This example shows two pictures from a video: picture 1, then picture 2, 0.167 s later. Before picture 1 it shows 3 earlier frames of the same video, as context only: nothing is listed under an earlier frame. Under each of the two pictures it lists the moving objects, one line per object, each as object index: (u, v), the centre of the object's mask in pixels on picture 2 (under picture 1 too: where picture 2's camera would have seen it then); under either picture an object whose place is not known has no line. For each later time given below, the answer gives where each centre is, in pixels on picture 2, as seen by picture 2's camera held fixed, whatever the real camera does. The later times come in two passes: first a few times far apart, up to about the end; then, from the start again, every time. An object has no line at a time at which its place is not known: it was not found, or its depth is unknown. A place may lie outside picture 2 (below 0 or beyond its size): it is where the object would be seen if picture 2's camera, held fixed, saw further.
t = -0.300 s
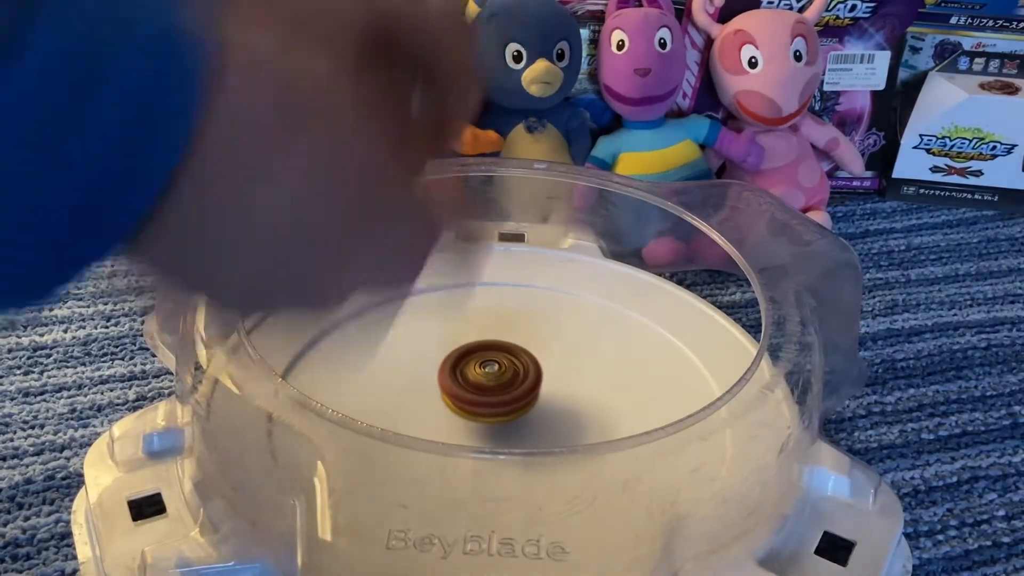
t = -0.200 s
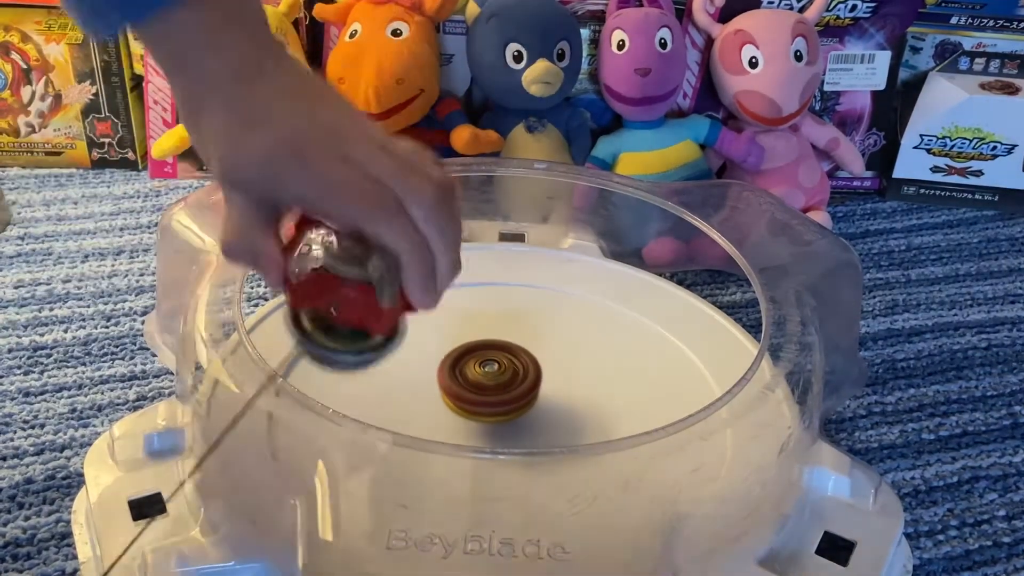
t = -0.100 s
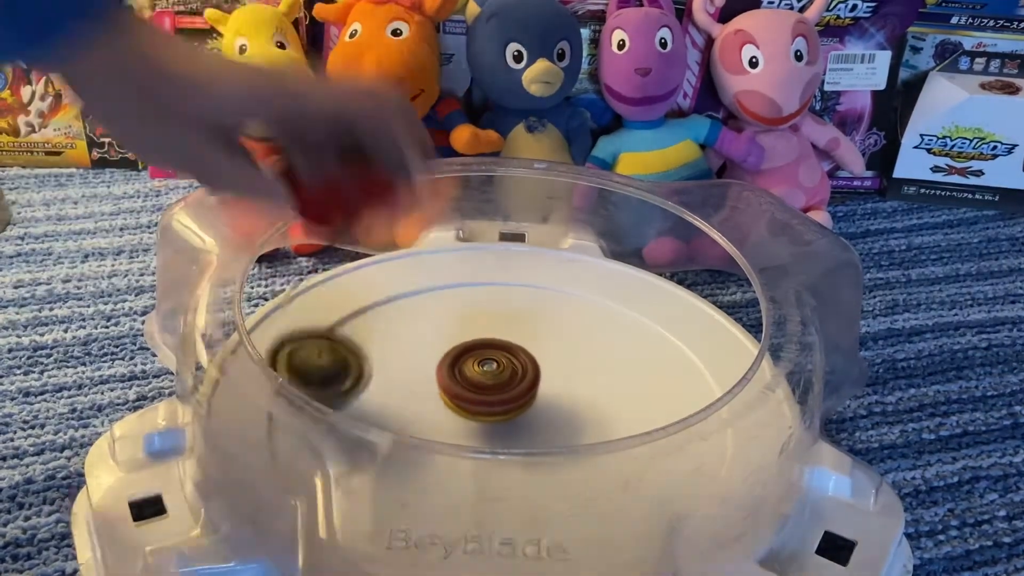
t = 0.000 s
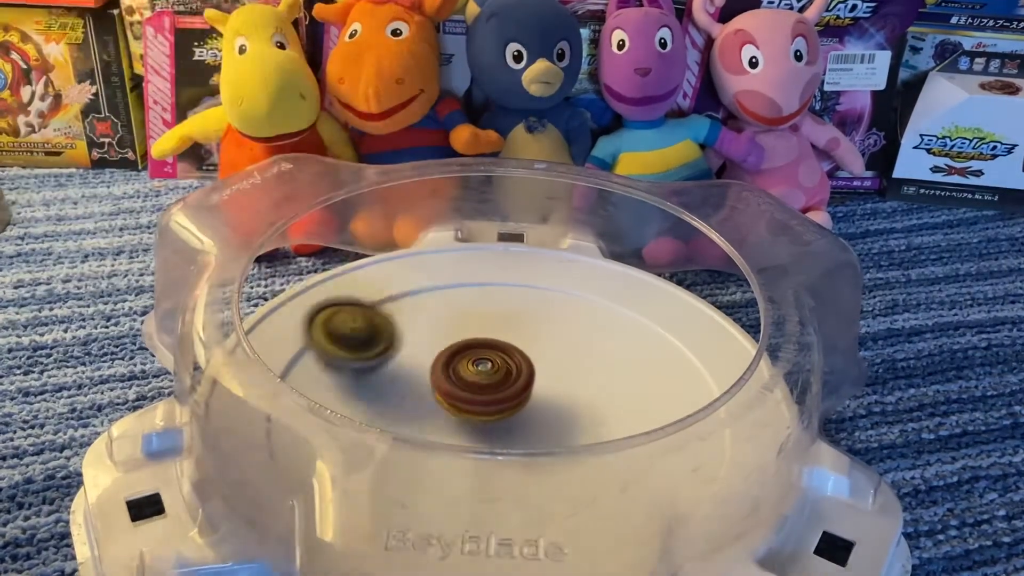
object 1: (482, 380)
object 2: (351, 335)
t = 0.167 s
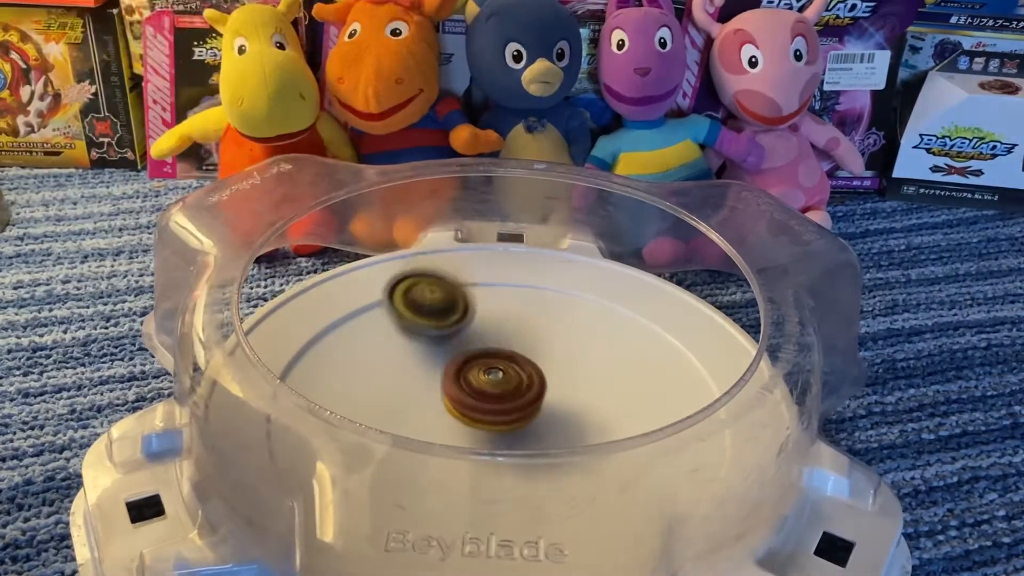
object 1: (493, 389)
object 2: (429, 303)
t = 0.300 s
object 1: (498, 394)
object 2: (451, 278)
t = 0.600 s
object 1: (490, 395)
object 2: (465, 317)
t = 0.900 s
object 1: (492, 408)
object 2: (541, 318)
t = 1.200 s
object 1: (486, 401)
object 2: (553, 332)
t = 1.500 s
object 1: (468, 402)
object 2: (561, 344)
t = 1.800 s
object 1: (475, 386)
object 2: (573, 354)
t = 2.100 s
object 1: (485, 374)
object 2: (584, 341)
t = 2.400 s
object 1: (429, 373)
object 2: (572, 352)
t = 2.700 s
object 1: (404, 353)
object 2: (591, 365)
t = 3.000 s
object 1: (431, 363)
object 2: (586, 386)
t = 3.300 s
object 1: (470, 381)
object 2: (597, 406)
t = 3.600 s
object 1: (476, 392)
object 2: (600, 402)
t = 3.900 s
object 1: (437, 329)
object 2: (599, 414)
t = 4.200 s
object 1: (490, 341)
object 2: (530, 429)
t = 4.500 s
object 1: (513, 366)
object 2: (529, 472)
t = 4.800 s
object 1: (517, 363)
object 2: (476, 430)
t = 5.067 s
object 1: (526, 364)
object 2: (410, 477)
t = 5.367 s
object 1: (528, 370)
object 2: (455, 447)
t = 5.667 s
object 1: (537, 371)
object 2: (371, 383)
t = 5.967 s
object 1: (527, 381)
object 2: (335, 394)
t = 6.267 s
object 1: (572, 357)
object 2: (425, 413)
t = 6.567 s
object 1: (622, 379)
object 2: (419, 355)
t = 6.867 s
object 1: (552, 392)
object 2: (368, 371)
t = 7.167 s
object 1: (586, 379)
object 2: (446, 389)
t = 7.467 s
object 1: (631, 395)
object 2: (402, 324)
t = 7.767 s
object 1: (574, 395)
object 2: (423, 395)
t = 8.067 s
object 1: (638, 371)
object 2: (480, 398)
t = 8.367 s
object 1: (651, 382)
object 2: (432, 319)
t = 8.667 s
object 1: (571, 392)
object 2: (387, 394)
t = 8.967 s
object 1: (572, 324)
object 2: (391, 484)
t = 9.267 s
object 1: (537, 353)
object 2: (557, 437)
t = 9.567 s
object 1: (481, 329)
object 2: (602, 398)
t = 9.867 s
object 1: (447, 325)
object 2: (504, 390)
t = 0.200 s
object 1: (496, 391)
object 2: (437, 295)
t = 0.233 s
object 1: (497, 392)
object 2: (443, 287)
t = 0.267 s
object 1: (498, 393)
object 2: (448, 281)
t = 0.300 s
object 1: (498, 394)
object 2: (451, 278)
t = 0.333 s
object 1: (497, 394)
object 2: (454, 277)
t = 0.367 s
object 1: (496, 394)
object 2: (455, 278)
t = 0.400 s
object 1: (495, 394)
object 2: (456, 281)
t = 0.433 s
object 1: (494, 395)
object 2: (456, 285)
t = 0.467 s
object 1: (493, 394)
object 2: (457, 292)
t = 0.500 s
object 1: (492, 395)
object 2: (457, 298)
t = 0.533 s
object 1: (491, 395)
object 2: (458, 305)
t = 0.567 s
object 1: (490, 395)
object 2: (461, 312)
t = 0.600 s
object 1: (490, 395)
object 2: (465, 317)
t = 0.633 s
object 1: (490, 395)
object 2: (472, 322)
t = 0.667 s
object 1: (491, 398)
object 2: (479, 324)
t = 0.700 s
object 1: (491, 403)
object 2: (488, 324)
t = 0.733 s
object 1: (492, 406)
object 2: (498, 323)
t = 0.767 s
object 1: (492, 407)
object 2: (508, 323)
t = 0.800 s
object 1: (492, 408)
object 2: (517, 320)
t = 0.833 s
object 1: (492, 408)
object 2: (526, 319)
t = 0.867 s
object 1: (492, 408)
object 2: (534, 319)
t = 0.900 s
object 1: (492, 408)
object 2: (541, 318)
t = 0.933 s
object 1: (492, 408)
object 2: (547, 317)
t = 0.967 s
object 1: (492, 408)
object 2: (551, 318)
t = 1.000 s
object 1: (491, 408)
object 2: (554, 319)
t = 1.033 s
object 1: (489, 407)
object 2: (556, 320)
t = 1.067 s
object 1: (489, 406)
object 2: (557, 322)
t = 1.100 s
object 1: (488, 405)
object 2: (557, 324)
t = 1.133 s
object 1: (488, 404)
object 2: (556, 327)
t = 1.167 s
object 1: (487, 402)
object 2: (554, 329)
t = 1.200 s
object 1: (486, 401)
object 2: (553, 332)
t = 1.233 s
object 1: (486, 399)
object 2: (551, 336)
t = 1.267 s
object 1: (486, 397)
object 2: (549, 340)
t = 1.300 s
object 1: (482, 398)
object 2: (550, 341)
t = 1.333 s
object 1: (477, 400)
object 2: (553, 341)
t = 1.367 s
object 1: (474, 402)
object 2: (556, 341)
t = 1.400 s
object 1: (472, 402)
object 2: (558, 341)
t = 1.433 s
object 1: (470, 403)
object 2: (559, 342)
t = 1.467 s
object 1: (469, 402)
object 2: (560, 343)
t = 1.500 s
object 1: (468, 402)
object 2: (561, 344)
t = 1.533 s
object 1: (468, 400)
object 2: (562, 346)
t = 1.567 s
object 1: (468, 398)
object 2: (564, 347)
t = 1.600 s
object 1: (469, 397)
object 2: (565, 348)
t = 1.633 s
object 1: (469, 395)
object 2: (567, 350)
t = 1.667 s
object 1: (470, 393)
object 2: (569, 351)
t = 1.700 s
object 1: (471, 391)
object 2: (570, 352)
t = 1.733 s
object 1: (473, 390)
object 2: (571, 353)
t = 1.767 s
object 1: (474, 388)
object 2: (572, 354)
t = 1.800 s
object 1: (475, 386)
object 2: (573, 354)
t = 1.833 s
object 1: (476, 385)
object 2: (574, 354)
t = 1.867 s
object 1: (477, 383)
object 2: (575, 355)
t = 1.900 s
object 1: (478, 382)
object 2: (577, 354)
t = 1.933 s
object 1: (480, 380)
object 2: (578, 354)
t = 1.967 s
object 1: (480, 379)
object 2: (580, 352)
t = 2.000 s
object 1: (481, 377)
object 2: (581, 351)
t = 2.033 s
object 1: (483, 376)
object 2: (583, 348)
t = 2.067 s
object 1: (484, 375)
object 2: (585, 344)
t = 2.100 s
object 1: (485, 374)
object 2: (584, 341)
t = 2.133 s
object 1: (486, 373)
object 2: (581, 338)
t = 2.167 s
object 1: (487, 372)
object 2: (577, 337)
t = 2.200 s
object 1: (486, 372)
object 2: (573, 335)
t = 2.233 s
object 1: (480, 373)
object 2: (570, 335)
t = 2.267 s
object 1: (474, 374)
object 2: (567, 337)
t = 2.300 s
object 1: (470, 374)
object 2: (562, 341)
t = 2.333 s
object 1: (459, 376)
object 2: (564, 345)
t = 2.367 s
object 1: (443, 376)
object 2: (569, 348)
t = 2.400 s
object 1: (429, 373)
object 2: (572, 352)
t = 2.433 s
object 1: (416, 369)
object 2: (575, 355)
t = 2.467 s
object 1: (408, 364)
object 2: (579, 358)
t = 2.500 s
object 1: (403, 360)
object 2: (582, 359)
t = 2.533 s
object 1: (400, 357)
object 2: (585, 361)
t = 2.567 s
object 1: (399, 355)
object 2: (588, 362)
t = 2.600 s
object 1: (400, 354)
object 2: (590, 362)
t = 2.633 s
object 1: (400, 353)
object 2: (591, 363)
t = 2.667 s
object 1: (402, 353)
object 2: (592, 364)
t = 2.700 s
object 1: (404, 353)
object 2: (591, 365)
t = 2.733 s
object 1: (406, 353)
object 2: (591, 366)
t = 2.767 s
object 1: (409, 354)
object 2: (591, 368)
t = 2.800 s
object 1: (412, 355)
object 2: (590, 370)
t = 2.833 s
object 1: (415, 356)
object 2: (589, 372)
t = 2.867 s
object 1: (418, 357)
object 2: (588, 375)
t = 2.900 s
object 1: (421, 359)
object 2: (588, 377)
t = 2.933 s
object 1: (425, 360)
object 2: (587, 380)
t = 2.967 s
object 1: (428, 362)
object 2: (587, 383)
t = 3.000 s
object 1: (431, 363)
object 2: (586, 386)
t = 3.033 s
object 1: (435, 365)
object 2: (587, 390)
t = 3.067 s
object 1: (439, 367)
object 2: (587, 393)
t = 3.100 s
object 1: (443, 369)
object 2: (588, 396)
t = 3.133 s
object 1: (447, 371)
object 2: (590, 400)
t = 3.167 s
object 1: (452, 372)
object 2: (592, 402)
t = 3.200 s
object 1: (456, 374)
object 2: (593, 403)
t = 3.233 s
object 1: (460, 376)
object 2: (594, 405)
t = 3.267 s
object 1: (465, 378)
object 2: (596, 406)
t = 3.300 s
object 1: (470, 381)
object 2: (597, 406)
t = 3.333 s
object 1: (477, 384)
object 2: (597, 407)
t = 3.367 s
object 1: (484, 388)
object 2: (597, 407)
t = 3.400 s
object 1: (488, 392)
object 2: (597, 407)
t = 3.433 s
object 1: (482, 392)
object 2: (605, 408)
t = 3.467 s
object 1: (477, 392)
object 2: (610, 407)
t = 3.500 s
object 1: (475, 392)
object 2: (612, 406)
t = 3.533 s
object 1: (475, 392)
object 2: (611, 405)
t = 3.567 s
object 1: (475, 392)
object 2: (608, 403)
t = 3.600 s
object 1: (476, 392)
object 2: (600, 402)
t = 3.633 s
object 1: (477, 392)
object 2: (590, 402)
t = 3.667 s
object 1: (463, 385)
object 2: (592, 404)
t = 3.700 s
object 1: (442, 373)
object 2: (600, 408)
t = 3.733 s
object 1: (427, 363)
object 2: (603, 410)
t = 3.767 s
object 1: (420, 354)
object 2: (604, 411)
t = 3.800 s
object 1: (420, 345)
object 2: (604, 412)
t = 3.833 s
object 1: (423, 338)
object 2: (603, 413)
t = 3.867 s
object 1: (430, 332)
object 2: (602, 413)
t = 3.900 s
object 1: (437, 329)
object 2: (599, 414)
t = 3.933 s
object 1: (446, 327)
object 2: (594, 414)
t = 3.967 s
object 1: (454, 326)
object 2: (589, 415)
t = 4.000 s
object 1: (461, 327)
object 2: (583, 416)
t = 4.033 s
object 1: (467, 328)
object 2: (575, 417)
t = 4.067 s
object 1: (473, 330)
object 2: (567, 418)
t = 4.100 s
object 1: (478, 333)
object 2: (557, 420)
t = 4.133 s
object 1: (482, 335)
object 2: (548, 423)
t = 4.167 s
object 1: (486, 338)
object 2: (539, 426)
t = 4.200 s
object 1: (490, 341)
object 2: (530, 429)
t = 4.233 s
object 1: (493, 344)
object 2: (524, 432)
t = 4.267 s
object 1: (497, 347)
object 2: (519, 447)
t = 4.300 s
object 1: (500, 349)
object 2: (518, 455)
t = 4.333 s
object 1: (502, 352)
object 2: (516, 464)
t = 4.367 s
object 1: (505, 355)
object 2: (517, 464)
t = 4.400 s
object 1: (507, 358)
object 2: (519, 470)
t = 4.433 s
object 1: (509, 361)
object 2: (522, 471)
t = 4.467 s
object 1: (511, 363)
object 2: (525, 472)
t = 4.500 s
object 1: (513, 366)
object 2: (529, 472)
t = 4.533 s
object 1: (514, 369)
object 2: (532, 471)
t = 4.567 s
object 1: (515, 371)
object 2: (534, 467)
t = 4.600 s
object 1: (516, 373)
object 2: (533, 463)
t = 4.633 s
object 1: (517, 375)
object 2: (529, 449)
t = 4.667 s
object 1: (517, 376)
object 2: (523, 441)
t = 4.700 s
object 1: (518, 374)
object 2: (513, 430)
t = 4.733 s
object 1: (518, 371)
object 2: (502, 430)
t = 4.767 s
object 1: (518, 366)
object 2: (489, 429)
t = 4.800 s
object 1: (517, 363)
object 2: (476, 430)
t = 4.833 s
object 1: (518, 363)
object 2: (464, 430)
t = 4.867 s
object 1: (519, 363)
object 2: (450, 445)
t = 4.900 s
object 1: (520, 363)
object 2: (441, 445)
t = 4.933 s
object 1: (522, 363)
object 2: (431, 456)
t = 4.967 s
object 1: (523, 363)
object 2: (421, 464)
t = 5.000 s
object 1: (524, 363)
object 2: (416, 464)
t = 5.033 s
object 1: (525, 363)
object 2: (411, 475)
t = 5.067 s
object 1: (526, 364)
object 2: (410, 477)
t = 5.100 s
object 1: (527, 364)
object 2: (410, 484)
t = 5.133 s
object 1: (528, 365)
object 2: (412, 485)
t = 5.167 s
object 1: (529, 365)
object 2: (416, 487)
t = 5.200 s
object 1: (529, 366)
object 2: (423, 484)
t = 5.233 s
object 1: (529, 367)
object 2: (429, 487)
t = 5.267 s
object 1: (529, 367)
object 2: (436, 481)
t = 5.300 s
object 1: (529, 368)
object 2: (444, 470)
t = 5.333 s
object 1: (528, 369)
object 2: (450, 461)
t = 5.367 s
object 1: (528, 370)
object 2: (455, 447)
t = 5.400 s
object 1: (527, 371)
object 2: (457, 435)
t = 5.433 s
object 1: (526, 372)
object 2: (458, 422)
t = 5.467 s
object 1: (528, 371)
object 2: (450, 414)
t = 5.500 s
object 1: (534, 369)
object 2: (435, 408)
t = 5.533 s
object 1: (537, 367)
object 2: (419, 399)
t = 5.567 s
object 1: (537, 368)
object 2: (405, 395)
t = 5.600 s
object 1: (537, 369)
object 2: (393, 390)
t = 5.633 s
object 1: (537, 370)
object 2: (381, 386)
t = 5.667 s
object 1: (537, 371)
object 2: (371, 383)
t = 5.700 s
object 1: (537, 371)
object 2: (361, 381)
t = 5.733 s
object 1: (537, 373)
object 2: (354, 380)
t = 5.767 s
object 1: (536, 374)
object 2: (346, 380)
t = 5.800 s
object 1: (535, 375)
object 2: (340, 380)
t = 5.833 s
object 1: (534, 376)
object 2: (336, 381)
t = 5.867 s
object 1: (532, 377)
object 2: (332, 383)
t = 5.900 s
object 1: (531, 378)
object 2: (331, 386)
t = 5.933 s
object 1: (529, 379)
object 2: (331, 389)
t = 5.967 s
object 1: (527, 381)
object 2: (335, 394)
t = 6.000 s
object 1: (525, 382)
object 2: (342, 398)
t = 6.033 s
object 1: (523, 383)
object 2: (353, 403)
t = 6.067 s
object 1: (520, 384)
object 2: (365, 407)
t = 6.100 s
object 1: (518, 384)
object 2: (382, 411)
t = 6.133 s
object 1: (516, 386)
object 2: (401, 414)
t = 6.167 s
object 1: (514, 386)
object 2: (423, 414)
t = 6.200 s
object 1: (529, 378)
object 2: (427, 414)
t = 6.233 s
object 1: (552, 366)
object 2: (424, 414)
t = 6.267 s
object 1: (572, 357)
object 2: (425, 413)
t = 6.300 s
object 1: (588, 353)
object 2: (430, 410)
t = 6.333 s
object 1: (604, 353)
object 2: (436, 407)
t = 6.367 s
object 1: (618, 357)
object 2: (440, 403)
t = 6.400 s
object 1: (627, 361)
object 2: (442, 395)
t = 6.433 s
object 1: (632, 365)
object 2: (442, 386)
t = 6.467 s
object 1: (633, 369)
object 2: (439, 377)
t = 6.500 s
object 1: (631, 373)
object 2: (434, 369)
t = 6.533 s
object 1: (627, 376)
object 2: (427, 361)
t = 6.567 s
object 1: (622, 379)
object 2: (419, 355)
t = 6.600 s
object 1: (615, 381)
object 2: (409, 350)
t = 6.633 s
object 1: (607, 384)
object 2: (399, 346)
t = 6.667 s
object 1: (600, 386)
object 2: (388, 344)
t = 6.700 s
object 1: (591, 388)
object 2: (377, 345)
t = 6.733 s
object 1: (584, 389)
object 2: (368, 347)
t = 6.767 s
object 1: (576, 391)
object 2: (361, 352)
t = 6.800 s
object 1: (568, 392)
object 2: (358, 357)
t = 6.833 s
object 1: (560, 392)
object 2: (360, 363)
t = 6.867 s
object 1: (552, 392)
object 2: (368, 371)
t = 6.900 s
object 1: (543, 392)
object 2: (379, 380)
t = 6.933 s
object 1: (533, 391)
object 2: (396, 385)
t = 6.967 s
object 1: (524, 390)
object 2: (415, 391)
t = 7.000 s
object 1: (543, 386)
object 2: (410, 391)
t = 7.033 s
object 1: (564, 383)
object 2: (407, 391)
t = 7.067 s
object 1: (578, 381)
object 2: (411, 392)
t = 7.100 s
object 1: (585, 379)
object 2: (421, 393)
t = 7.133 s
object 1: (587, 379)
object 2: (434, 391)
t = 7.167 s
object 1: (586, 379)
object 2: (446, 389)
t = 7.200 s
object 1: (584, 379)
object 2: (459, 385)
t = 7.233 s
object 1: (580, 380)
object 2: (471, 379)
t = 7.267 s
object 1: (589, 381)
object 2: (469, 369)
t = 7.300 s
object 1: (606, 384)
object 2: (459, 357)
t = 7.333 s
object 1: (619, 387)
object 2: (450, 346)
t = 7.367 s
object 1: (628, 391)
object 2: (440, 338)
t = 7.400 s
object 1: (632, 393)
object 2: (428, 331)
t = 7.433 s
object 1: (633, 394)
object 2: (416, 327)
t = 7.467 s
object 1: (631, 395)
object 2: (402, 324)
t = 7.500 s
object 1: (628, 395)
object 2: (389, 324)
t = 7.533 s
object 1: (623, 396)
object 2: (377, 327)
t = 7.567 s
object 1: (617, 397)
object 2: (368, 333)
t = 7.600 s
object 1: (611, 397)
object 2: (362, 342)
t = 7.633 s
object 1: (604, 397)
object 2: (362, 353)
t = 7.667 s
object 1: (596, 397)
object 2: (369, 364)
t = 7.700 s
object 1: (589, 397)
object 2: (383, 376)
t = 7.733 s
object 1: (582, 396)
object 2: (401, 388)
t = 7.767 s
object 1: (574, 395)
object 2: (423, 395)
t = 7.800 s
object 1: (567, 394)
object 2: (448, 401)
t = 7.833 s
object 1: (583, 389)
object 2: (449, 402)
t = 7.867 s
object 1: (609, 382)
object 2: (437, 403)
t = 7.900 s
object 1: (628, 377)
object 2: (432, 403)
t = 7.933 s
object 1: (638, 373)
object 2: (432, 403)
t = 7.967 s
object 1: (642, 371)
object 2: (439, 404)
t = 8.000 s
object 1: (643, 370)
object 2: (451, 404)
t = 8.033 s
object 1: (641, 370)
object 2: (465, 403)
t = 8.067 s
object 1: (638, 371)
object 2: (480, 398)
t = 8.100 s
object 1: (634, 372)
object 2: (494, 391)
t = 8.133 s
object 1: (629, 373)
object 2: (505, 383)
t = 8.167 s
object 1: (624, 373)
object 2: (513, 374)
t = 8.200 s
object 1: (624, 373)
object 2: (515, 364)
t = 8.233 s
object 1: (640, 376)
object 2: (498, 351)
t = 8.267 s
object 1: (651, 378)
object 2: (480, 338)
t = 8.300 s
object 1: (654, 380)
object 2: (463, 329)
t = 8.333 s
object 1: (653, 381)
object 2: (447, 322)
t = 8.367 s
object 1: (651, 382)
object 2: (432, 319)
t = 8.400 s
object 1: (647, 383)
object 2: (417, 319)
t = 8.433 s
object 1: (642, 385)
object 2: (402, 321)
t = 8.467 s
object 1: (636, 386)
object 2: (388, 326)
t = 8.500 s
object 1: (630, 387)
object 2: (376, 333)
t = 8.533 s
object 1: (623, 388)
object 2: (366, 343)
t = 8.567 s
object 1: (615, 389)
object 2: (363, 354)
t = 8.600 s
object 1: (604, 391)
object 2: (365, 368)
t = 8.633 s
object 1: (589, 391)
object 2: (373, 382)
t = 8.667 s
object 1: (571, 392)
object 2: (387, 394)
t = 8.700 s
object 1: (550, 391)
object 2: (406, 402)
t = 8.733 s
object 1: (528, 387)
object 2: (426, 409)
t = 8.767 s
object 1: (541, 370)
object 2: (412, 416)
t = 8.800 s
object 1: (554, 353)
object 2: (398, 429)
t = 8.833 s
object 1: (564, 339)
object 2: (380, 446)
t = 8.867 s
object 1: (570, 330)
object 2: (376, 455)
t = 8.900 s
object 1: (573, 325)
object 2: (380, 463)
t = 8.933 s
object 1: (573, 323)
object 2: (384, 480)
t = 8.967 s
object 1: (572, 324)
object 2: (391, 484)
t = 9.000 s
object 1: (569, 326)
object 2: (410, 490)
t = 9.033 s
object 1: (566, 329)
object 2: (430, 494)
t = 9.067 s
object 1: (563, 332)
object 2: (453, 496)
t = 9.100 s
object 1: (560, 336)
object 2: (476, 494)
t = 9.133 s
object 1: (555, 339)
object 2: (498, 490)
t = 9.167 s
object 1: (551, 343)
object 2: (520, 494)
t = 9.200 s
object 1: (547, 347)
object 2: (537, 474)
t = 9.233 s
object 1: (542, 350)
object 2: (550, 461)
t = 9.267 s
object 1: (537, 353)
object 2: (557, 437)
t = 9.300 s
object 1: (531, 355)
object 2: (562, 421)
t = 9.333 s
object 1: (522, 350)
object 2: (570, 417)
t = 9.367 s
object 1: (510, 340)
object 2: (581, 419)
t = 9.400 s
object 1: (500, 333)
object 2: (586, 419)
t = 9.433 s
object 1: (492, 328)
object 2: (591, 418)
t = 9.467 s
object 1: (487, 327)
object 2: (596, 415)
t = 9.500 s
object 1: (485, 328)
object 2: (601, 410)
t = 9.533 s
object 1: (483, 328)
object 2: (604, 404)
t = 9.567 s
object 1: (481, 329)
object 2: (602, 398)
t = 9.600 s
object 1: (479, 331)
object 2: (595, 388)
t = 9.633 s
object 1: (478, 333)
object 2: (585, 380)
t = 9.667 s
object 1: (476, 335)
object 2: (572, 374)
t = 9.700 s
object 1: (469, 331)
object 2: (563, 372)
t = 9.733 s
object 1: (459, 325)
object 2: (555, 376)
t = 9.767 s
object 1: (453, 323)
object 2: (542, 378)
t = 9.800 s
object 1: (450, 324)
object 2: (529, 381)
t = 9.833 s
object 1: (449, 324)
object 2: (517, 384)
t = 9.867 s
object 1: (447, 325)
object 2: (504, 390)
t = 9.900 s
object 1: (445, 327)
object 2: (494, 396)
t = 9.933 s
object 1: (444, 329)
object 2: (482, 402)
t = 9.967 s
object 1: (443, 332)
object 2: (473, 408)
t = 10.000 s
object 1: (442, 335)
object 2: (466, 413)
